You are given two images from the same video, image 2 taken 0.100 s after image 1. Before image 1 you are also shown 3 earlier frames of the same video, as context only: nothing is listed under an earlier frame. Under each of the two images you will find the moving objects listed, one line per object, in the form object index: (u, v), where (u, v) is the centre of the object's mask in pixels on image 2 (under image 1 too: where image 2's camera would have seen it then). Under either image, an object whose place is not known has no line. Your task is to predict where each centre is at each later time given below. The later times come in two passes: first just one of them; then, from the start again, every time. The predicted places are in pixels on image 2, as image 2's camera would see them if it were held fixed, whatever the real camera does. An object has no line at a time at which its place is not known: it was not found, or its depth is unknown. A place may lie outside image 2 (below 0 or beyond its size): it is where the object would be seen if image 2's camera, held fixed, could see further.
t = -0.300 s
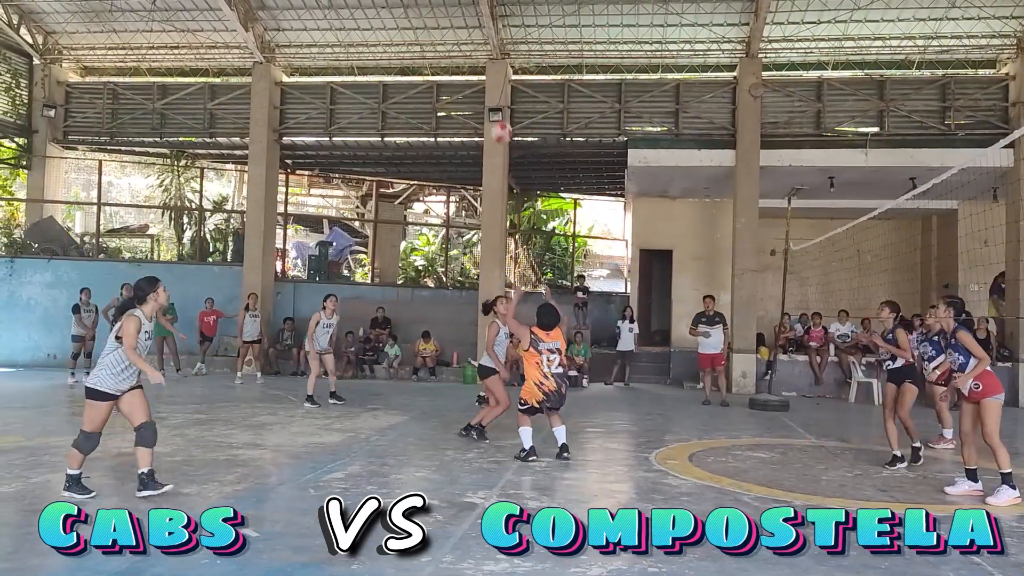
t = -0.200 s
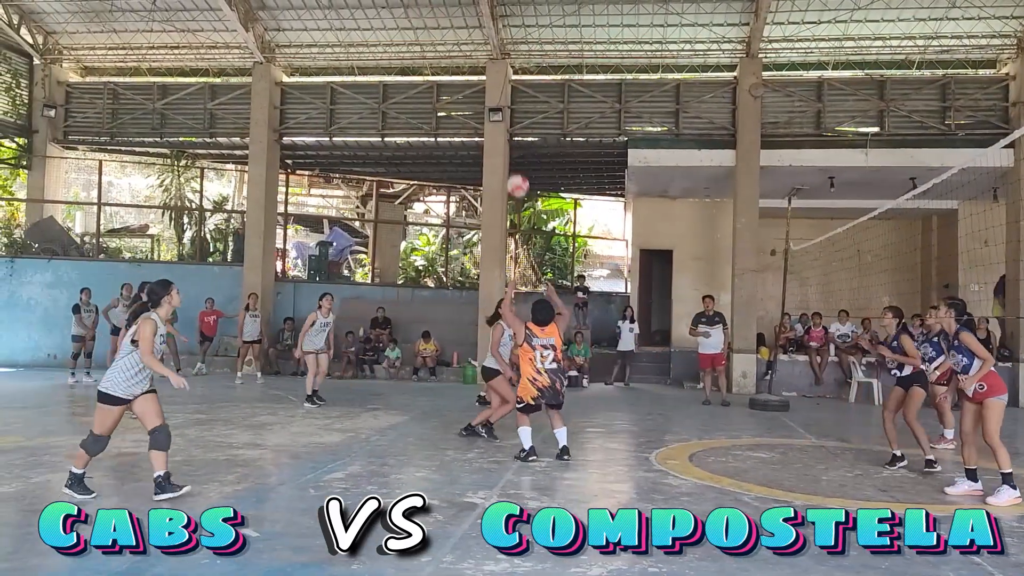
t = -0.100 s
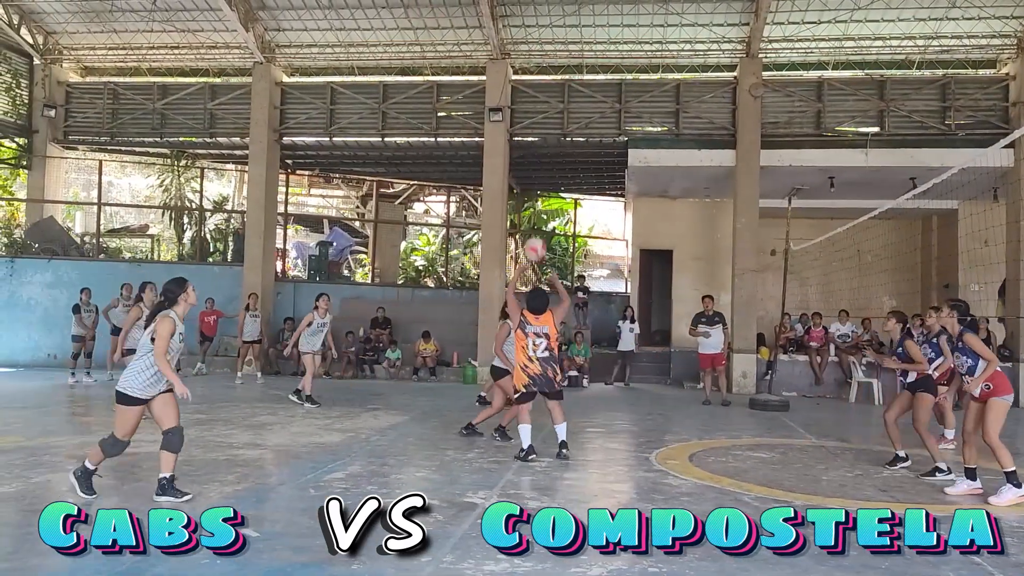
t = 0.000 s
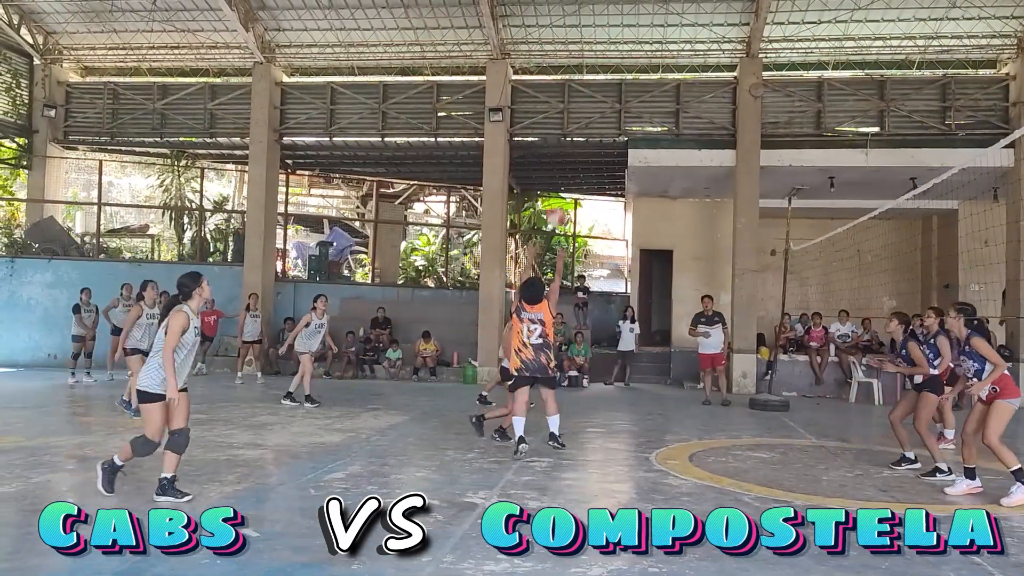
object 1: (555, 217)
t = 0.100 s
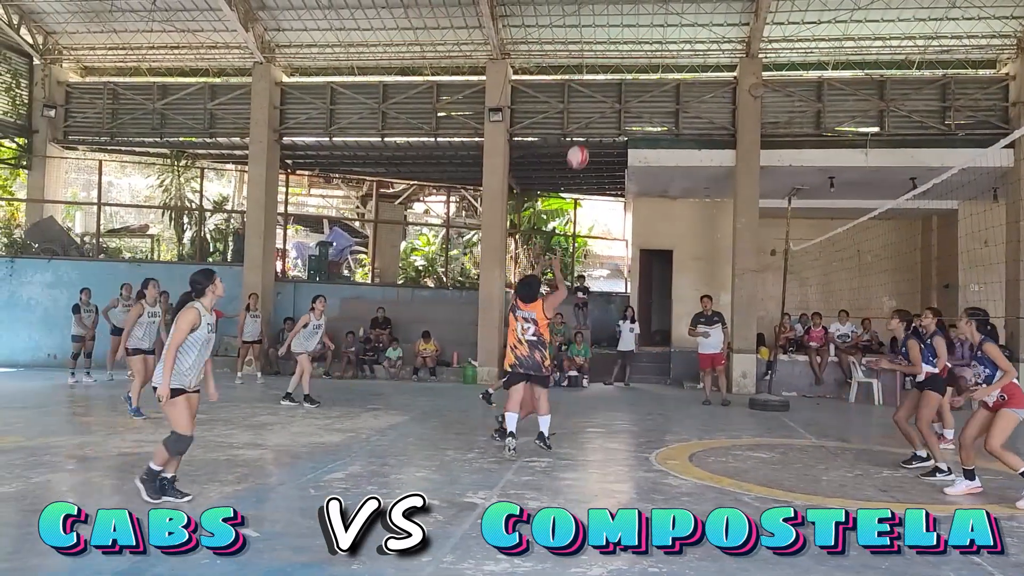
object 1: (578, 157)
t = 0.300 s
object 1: (614, 77)
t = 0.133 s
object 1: (584, 140)
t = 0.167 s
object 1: (590, 125)
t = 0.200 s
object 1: (597, 111)
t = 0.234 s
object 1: (603, 99)
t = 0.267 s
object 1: (608, 88)
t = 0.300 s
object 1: (614, 77)
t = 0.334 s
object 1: (619, 68)
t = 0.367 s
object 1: (624, 62)
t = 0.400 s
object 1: (629, 57)
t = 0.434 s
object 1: (634, 51)
